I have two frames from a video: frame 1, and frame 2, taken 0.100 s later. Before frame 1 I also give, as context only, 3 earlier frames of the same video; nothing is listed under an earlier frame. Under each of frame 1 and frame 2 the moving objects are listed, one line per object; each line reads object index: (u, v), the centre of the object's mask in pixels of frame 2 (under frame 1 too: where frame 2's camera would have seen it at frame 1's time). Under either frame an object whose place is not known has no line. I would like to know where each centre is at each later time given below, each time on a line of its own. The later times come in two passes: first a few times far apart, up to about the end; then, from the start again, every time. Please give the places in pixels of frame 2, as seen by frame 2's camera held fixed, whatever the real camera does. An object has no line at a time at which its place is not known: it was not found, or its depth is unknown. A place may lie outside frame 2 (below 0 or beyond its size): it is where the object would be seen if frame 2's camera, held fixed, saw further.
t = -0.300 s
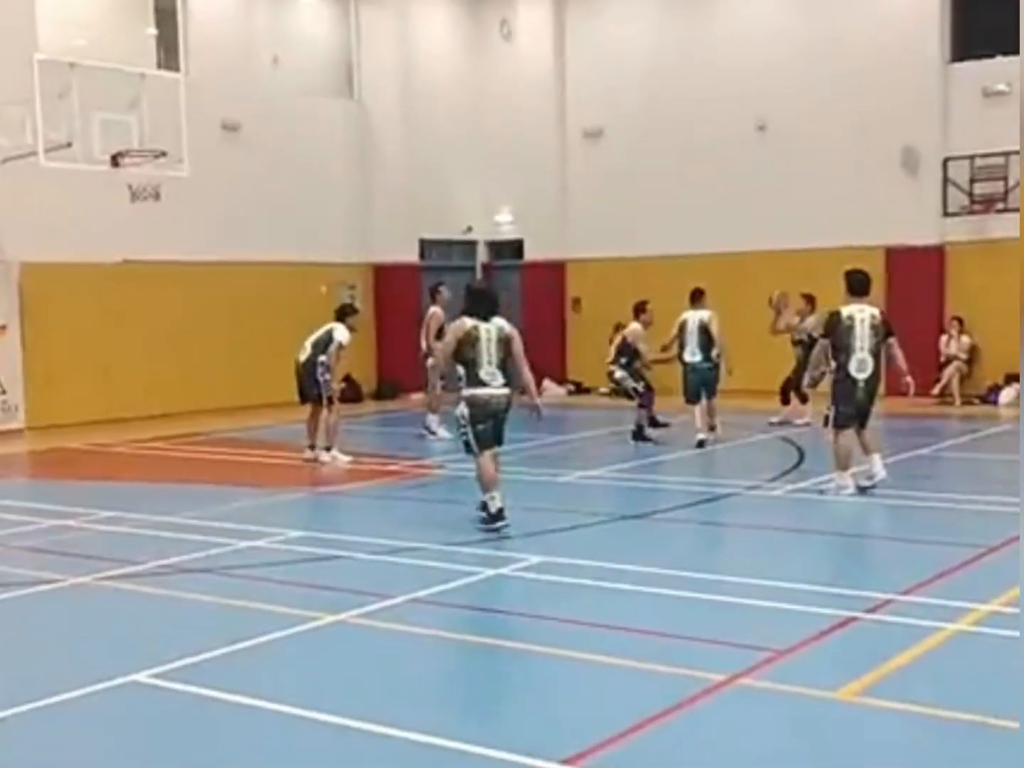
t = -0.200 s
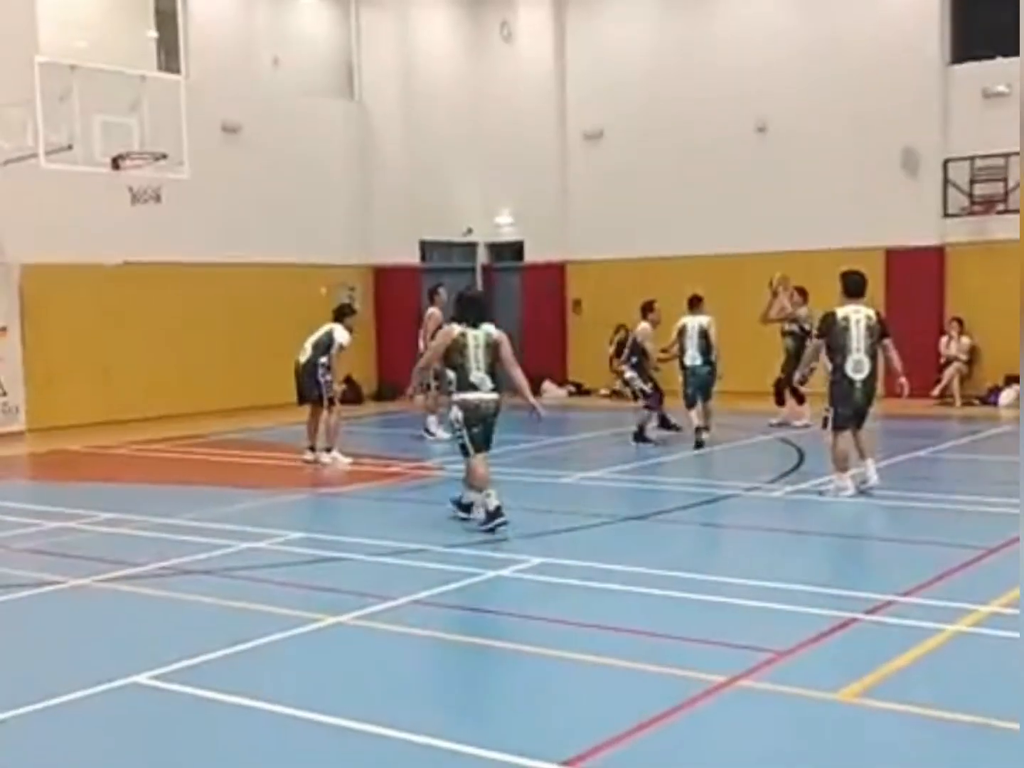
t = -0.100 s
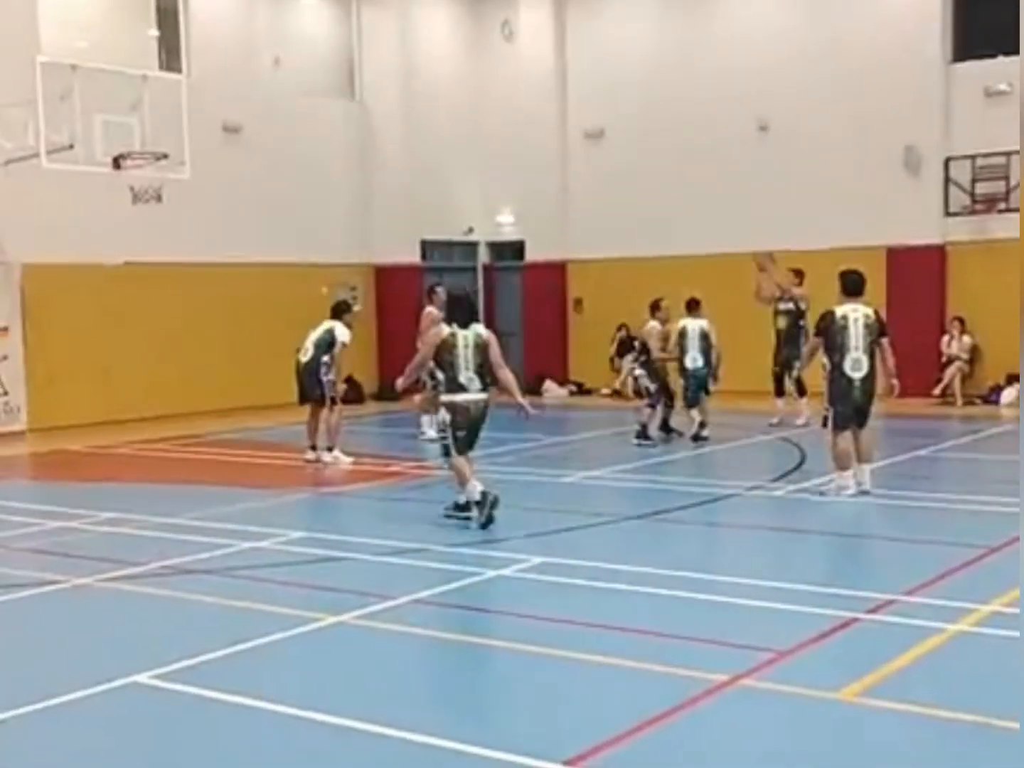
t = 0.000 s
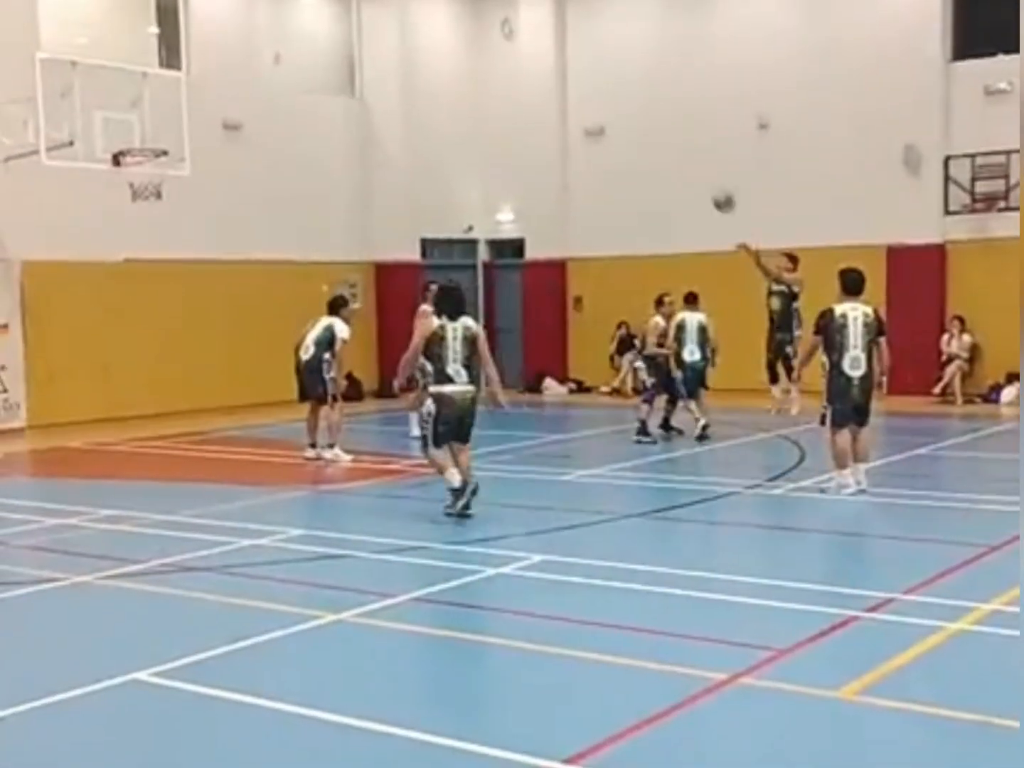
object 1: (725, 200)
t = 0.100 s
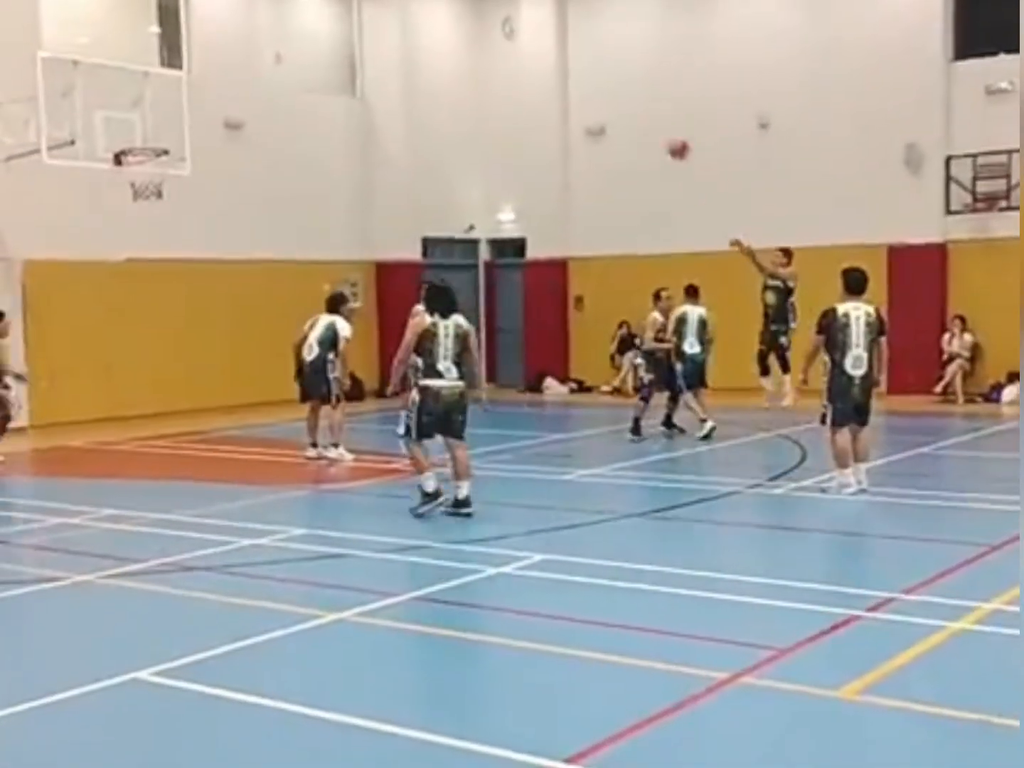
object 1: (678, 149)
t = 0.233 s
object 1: (615, 93)
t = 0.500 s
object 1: (486, 28)
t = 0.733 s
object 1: (370, 25)
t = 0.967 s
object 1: (253, 77)
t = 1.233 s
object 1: (187, 105)
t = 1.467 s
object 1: (223, 51)
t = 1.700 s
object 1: (261, 52)
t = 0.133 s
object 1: (663, 133)
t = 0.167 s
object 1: (647, 119)
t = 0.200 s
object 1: (632, 106)
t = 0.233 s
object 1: (615, 93)
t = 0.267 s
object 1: (599, 81)
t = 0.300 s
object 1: (584, 71)
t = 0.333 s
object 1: (567, 61)
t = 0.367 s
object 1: (550, 53)
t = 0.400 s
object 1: (535, 45)
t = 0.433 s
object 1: (518, 39)
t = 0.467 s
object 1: (502, 33)
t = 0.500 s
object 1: (486, 28)
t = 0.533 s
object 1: (470, 25)
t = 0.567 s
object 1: (453, 22)
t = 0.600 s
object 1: (438, 21)
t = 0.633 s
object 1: (421, 21)
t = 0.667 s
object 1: (403, 21)
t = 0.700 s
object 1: (387, 22)
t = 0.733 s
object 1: (370, 25)
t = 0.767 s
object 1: (354, 30)
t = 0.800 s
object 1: (336, 34)
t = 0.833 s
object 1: (319, 41)
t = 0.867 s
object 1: (302, 47)
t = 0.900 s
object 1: (286, 56)
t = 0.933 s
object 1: (270, 65)
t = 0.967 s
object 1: (253, 77)
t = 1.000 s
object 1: (236, 89)
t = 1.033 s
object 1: (220, 102)
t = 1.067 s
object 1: (204, 115)
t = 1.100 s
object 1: (187, 130)
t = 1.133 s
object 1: (173, 143)
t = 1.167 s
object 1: (177, 130)
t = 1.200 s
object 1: (183, 117)
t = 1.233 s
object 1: (187, 105)
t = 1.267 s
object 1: (192, 93)
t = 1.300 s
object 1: (197, 84)
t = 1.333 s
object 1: (202, 75)
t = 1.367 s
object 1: (207, 67)
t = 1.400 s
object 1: (212, 61)
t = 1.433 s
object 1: (218, 55)
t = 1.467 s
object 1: (223, 51)
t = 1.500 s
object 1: (228, 48)
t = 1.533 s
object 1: (234, 45)
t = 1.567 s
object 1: (239, 45)
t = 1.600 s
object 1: (245, 45)
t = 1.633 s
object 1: (251, 46)
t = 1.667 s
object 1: (256, 48)
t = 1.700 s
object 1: (261, 52)
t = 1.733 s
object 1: (267, 56)
